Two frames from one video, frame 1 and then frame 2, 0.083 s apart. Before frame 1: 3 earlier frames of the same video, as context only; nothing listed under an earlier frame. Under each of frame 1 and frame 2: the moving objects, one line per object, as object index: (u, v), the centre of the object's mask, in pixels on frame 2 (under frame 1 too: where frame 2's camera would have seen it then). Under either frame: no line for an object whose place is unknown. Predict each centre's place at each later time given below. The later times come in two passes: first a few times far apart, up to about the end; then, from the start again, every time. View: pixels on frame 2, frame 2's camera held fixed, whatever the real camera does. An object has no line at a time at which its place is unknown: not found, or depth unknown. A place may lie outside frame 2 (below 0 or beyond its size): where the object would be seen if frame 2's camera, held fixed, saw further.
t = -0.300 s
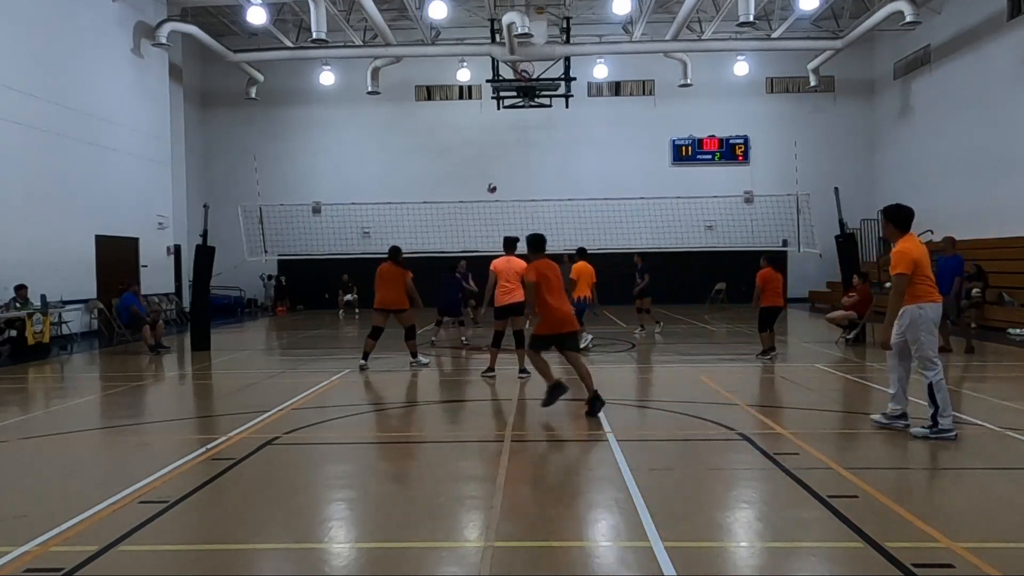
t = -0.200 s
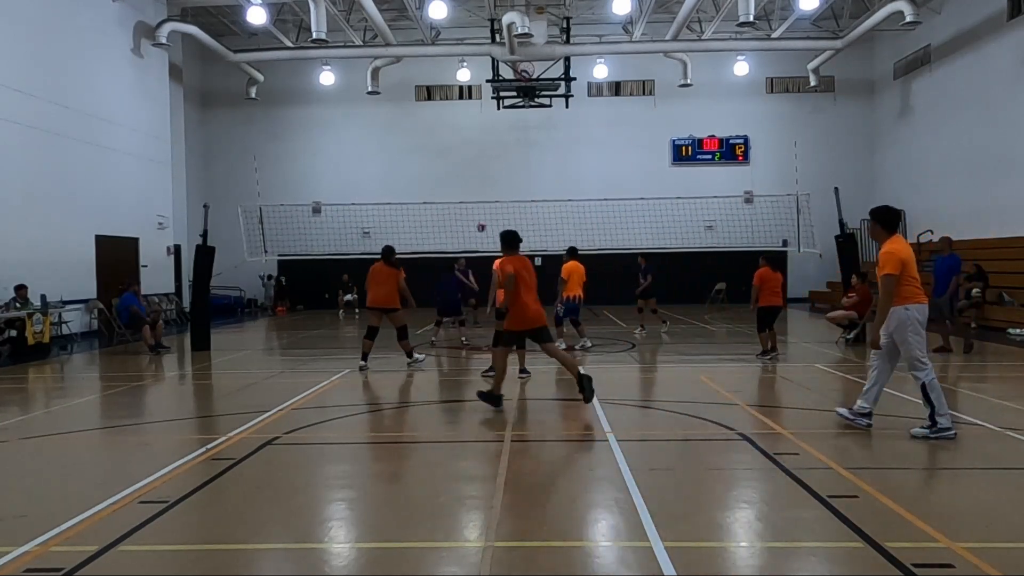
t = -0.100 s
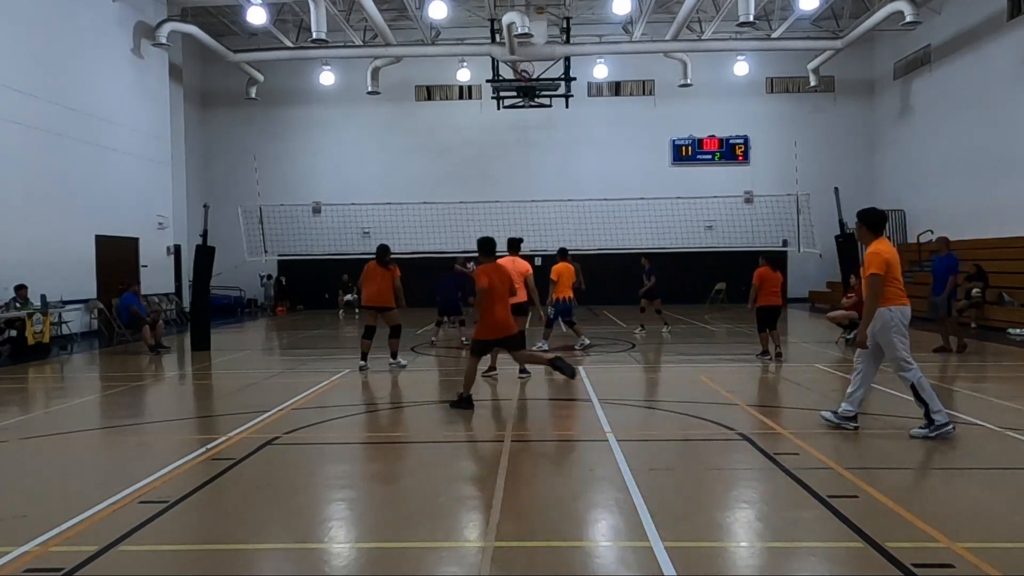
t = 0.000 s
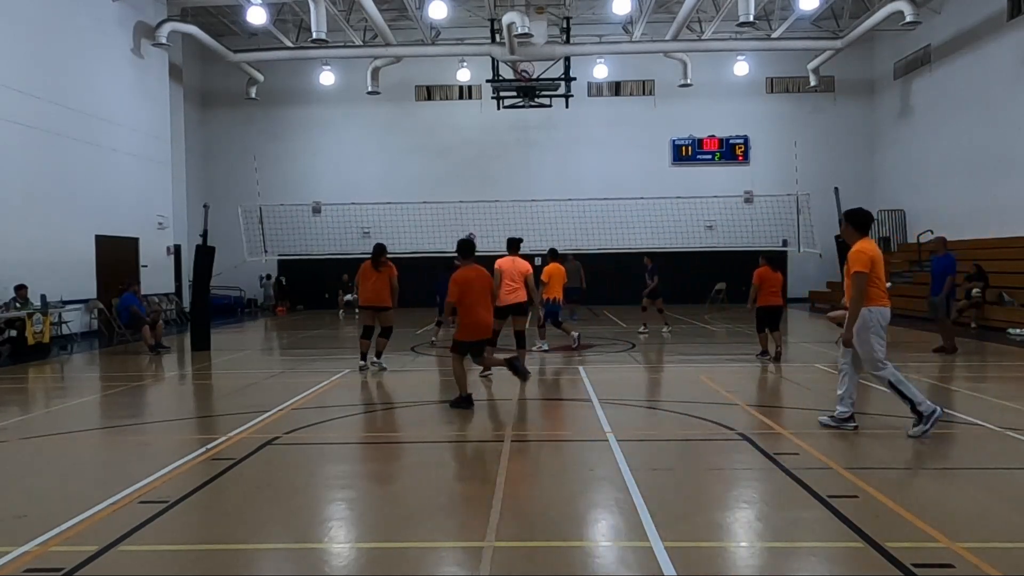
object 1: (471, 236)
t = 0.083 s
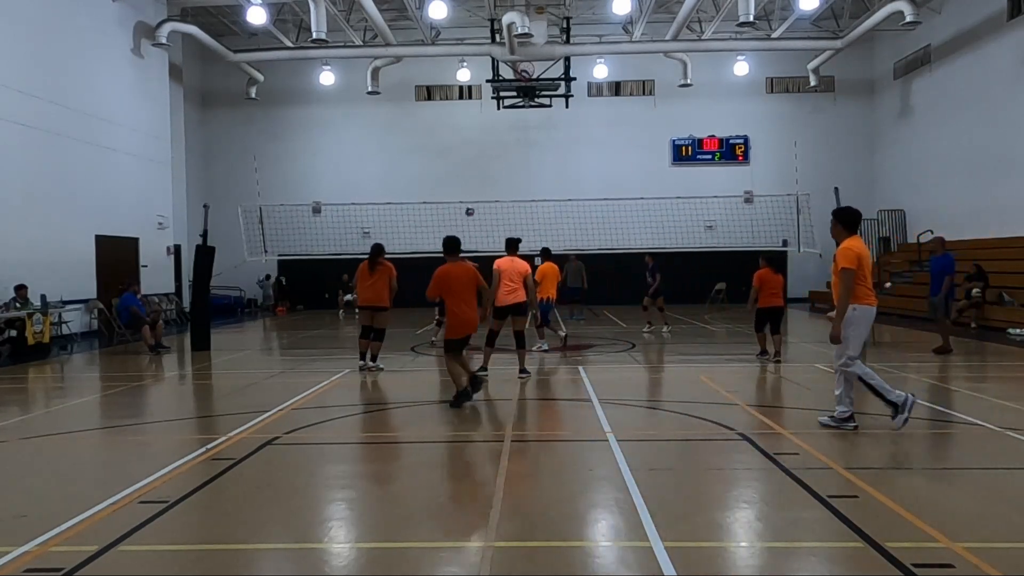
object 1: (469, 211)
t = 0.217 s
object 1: (468, 177)
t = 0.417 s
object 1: (467, 142)
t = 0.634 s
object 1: (465, 125)
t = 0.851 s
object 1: (464, 131)
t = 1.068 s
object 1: (464, 161)
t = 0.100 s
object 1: (469, 207)
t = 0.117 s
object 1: (470, 202)
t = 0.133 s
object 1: (469, 197)
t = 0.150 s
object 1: (469, 194)
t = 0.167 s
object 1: (469, 190)
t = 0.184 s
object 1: (469, 185)
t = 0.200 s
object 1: (468, 181)
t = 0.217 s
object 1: (468, 177)
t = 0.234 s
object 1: (468, 174)
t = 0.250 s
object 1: (468, 170)
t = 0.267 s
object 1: (468, 167)
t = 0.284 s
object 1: (468, 164)
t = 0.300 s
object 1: (468, 160)
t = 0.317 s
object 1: (468, 157)
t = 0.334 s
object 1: (468, 155)
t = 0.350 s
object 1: (467, 152)
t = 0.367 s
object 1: (467, 149)
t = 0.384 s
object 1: (467, 147)
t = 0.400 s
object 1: (467, 144)
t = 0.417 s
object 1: (467, 142)
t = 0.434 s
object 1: (467, 140)
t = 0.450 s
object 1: (467, 138)
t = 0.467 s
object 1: (467, 137)
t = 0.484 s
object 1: (467, 135)
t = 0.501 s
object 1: (467, 133)
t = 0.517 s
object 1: (467, 131)
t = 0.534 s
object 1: (466, 130)
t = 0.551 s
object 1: (466, 129)
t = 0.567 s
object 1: (466, 128)
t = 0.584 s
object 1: (466, 127)
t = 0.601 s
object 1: (466, 126)
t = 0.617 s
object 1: (466, 125)
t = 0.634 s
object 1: (465, 125)
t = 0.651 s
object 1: (465, 124)
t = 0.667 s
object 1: (465, 124)
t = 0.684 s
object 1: (465, 124)
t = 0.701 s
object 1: (465, 124)
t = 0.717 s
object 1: (465, 124)
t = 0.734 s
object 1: (465, 124)
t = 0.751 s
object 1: (465, 125)
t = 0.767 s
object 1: (465, 125)
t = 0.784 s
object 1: (465, 126)
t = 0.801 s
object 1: (464, 127)
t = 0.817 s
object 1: (464, 128)
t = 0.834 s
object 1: (465, 129)
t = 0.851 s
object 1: (464, 131)
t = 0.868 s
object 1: (464, 132)
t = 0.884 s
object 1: (464, 134)
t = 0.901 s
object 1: (464, 136)
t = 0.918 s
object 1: (464, 138)
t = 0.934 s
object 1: (464, 140)
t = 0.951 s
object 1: (464, 142)
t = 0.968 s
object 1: (464, 144)
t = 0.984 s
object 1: (464, 146)
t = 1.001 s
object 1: (464, 149)
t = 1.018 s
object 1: (464, 152)
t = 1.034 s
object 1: (464, 155)
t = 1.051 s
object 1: (464, 158)
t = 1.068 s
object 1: (464, 161)
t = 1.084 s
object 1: (464, 164)
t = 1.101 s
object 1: (464, 168)
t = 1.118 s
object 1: (464, 172)
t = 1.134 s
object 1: (464, 175)
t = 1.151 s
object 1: (464, 179)
